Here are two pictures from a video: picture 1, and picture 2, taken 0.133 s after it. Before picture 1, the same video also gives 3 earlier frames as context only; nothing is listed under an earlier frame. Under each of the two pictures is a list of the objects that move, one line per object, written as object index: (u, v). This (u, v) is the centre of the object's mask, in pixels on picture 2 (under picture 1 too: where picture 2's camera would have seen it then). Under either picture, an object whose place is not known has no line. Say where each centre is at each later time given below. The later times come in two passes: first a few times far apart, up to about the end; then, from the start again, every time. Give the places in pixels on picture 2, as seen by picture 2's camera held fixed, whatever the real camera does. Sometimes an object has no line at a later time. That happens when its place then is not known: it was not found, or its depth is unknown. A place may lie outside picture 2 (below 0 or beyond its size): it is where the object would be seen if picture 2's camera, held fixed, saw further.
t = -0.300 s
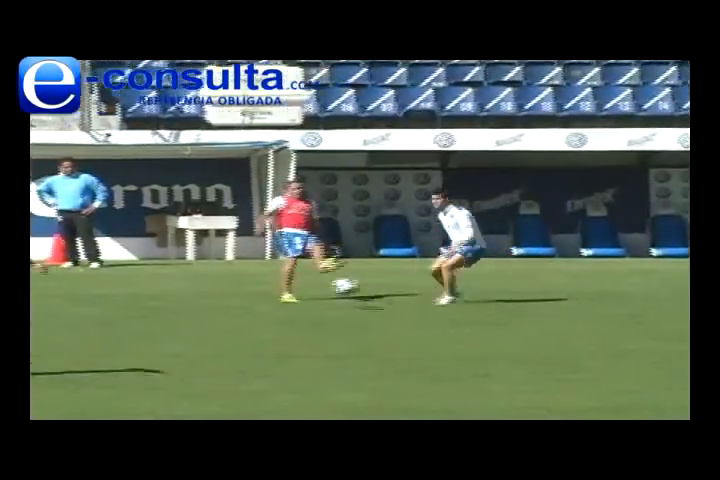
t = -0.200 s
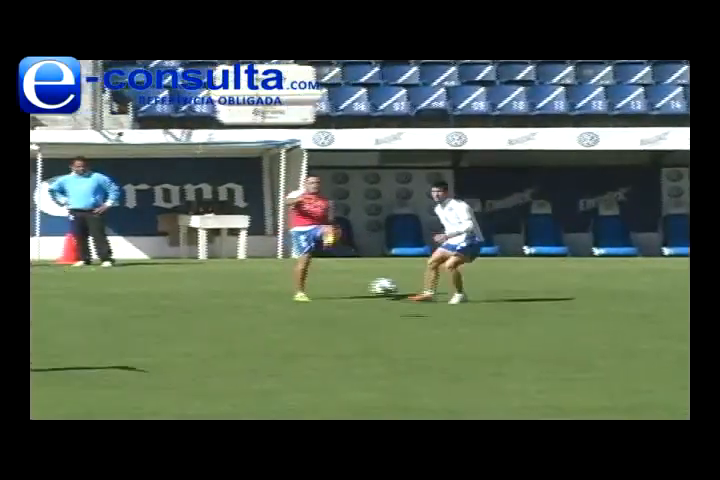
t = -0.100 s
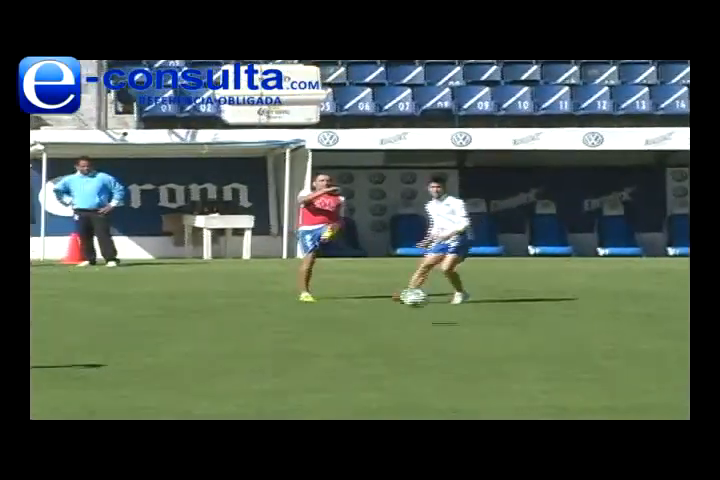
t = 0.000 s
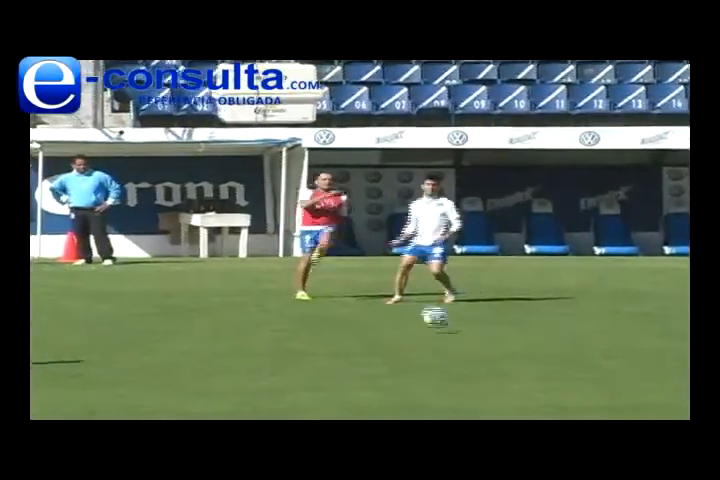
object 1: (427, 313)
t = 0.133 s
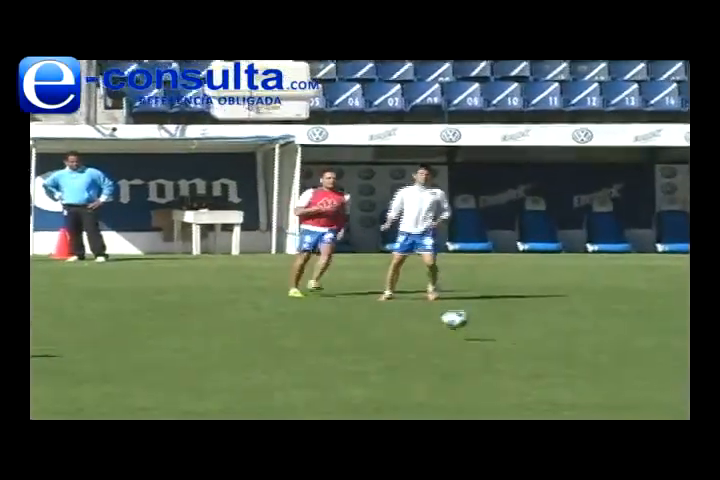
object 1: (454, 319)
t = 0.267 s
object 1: (479, 319)
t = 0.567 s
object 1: (526, 354)
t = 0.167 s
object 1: (461, 317)
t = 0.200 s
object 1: (467, 316)
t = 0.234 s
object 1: (473, 317)
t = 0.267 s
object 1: (479, 319)
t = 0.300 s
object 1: (484, 321)
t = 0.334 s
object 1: (490, 325)
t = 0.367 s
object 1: (497, 330)
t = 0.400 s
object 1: (503, 336)
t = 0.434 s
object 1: (509, 343)
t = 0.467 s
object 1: (515, 352)
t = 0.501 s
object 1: (519, 360)
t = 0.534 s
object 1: (523, 357)
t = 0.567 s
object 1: (526, 354)
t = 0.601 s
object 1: (527, 352)
